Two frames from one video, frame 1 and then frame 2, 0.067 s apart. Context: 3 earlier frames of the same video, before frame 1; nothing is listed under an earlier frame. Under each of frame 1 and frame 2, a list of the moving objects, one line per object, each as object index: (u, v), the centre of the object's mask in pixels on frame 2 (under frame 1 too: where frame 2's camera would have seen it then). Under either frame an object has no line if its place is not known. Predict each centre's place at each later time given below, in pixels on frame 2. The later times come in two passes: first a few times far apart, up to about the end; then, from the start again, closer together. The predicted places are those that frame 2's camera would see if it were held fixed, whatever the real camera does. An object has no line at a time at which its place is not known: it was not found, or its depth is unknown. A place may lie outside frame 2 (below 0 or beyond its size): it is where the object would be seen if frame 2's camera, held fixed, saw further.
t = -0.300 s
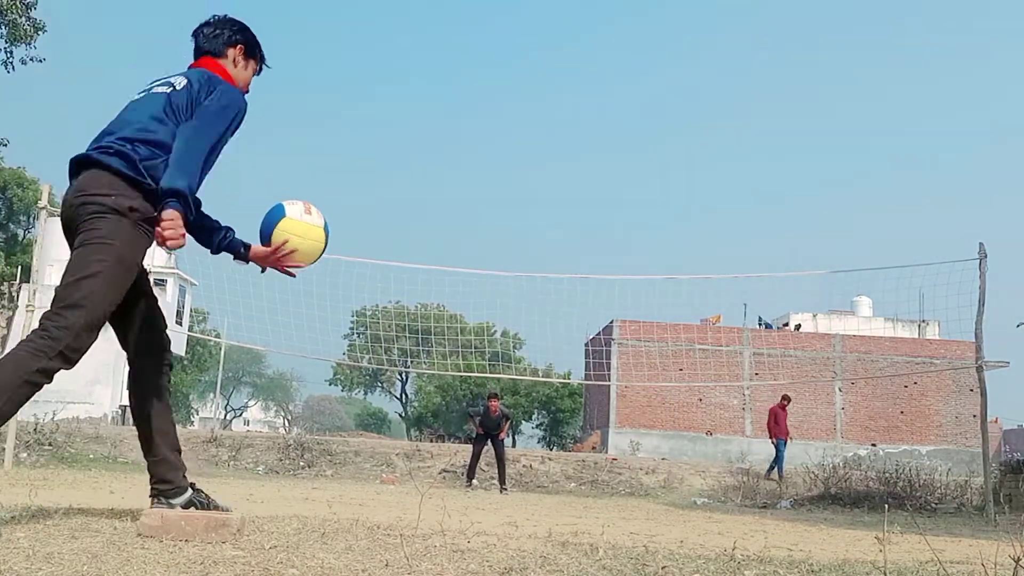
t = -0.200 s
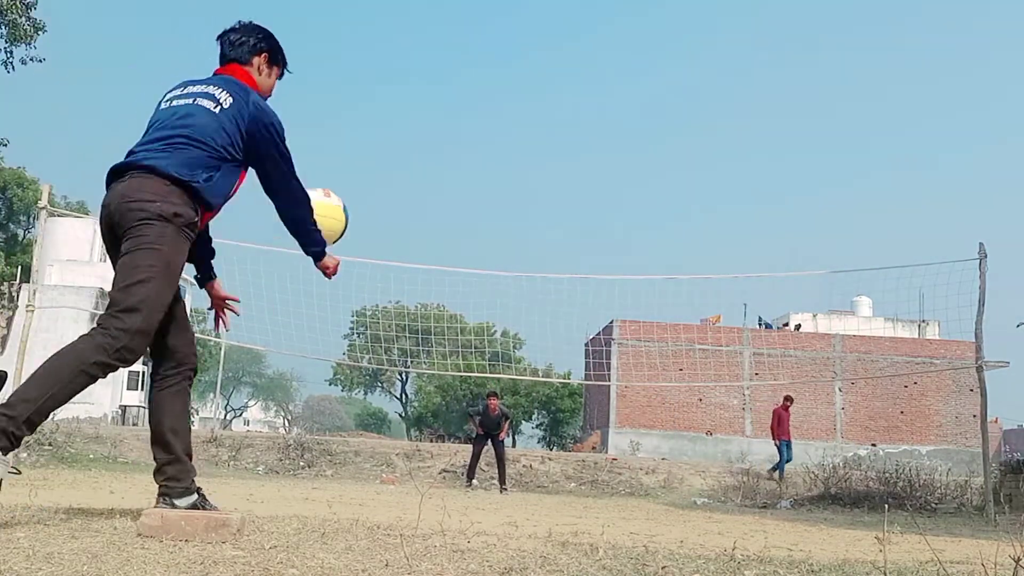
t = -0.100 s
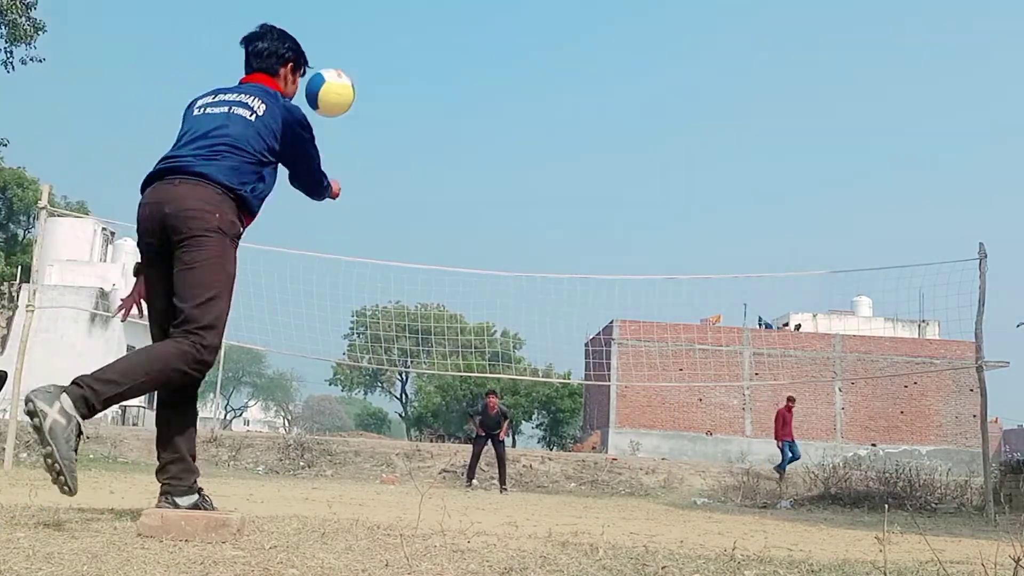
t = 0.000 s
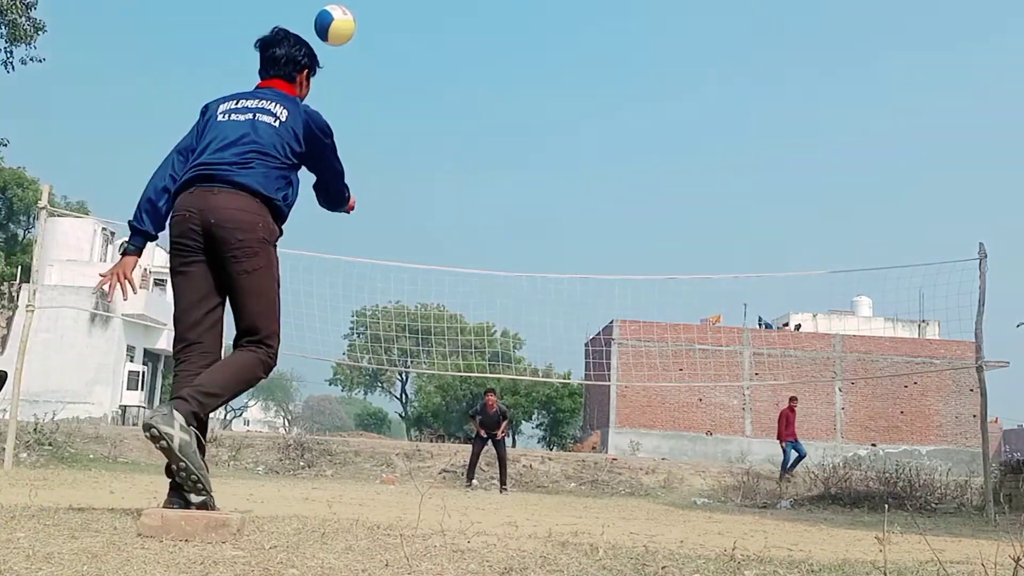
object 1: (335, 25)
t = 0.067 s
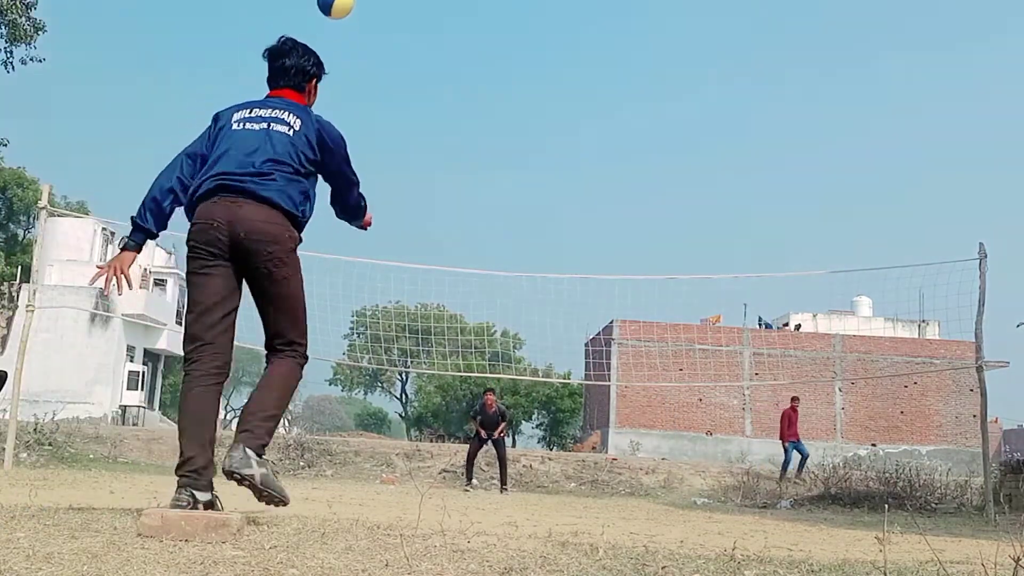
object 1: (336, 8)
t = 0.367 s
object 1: (328, 3)
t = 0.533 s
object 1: (322, 29)
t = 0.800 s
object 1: (311, 117)
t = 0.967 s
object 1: (303, 183)
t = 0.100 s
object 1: (335, 4)
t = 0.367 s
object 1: (328, 3)
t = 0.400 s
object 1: (327, 5)
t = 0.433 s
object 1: (326, 8)
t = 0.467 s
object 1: (325, 13)
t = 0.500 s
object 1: (324, 21)
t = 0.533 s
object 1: (322, 29)
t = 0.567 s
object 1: (320, 38)
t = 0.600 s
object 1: (319, 48)
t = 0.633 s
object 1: (318, 58)
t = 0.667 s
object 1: (317, 69)
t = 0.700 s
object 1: (315, 80)
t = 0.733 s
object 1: (314, 92)
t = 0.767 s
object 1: (312, 104)
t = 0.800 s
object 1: (311, 117)
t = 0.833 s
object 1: (309, 129)
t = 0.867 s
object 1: (308, 143)
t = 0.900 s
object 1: (306, 156)
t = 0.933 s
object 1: (305, 170)
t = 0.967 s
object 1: (303, 183)
